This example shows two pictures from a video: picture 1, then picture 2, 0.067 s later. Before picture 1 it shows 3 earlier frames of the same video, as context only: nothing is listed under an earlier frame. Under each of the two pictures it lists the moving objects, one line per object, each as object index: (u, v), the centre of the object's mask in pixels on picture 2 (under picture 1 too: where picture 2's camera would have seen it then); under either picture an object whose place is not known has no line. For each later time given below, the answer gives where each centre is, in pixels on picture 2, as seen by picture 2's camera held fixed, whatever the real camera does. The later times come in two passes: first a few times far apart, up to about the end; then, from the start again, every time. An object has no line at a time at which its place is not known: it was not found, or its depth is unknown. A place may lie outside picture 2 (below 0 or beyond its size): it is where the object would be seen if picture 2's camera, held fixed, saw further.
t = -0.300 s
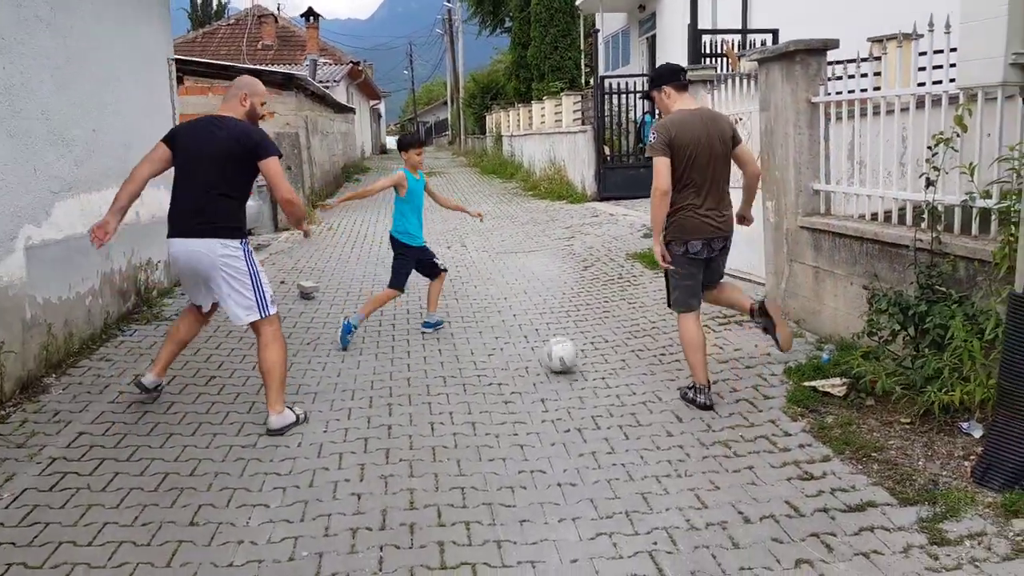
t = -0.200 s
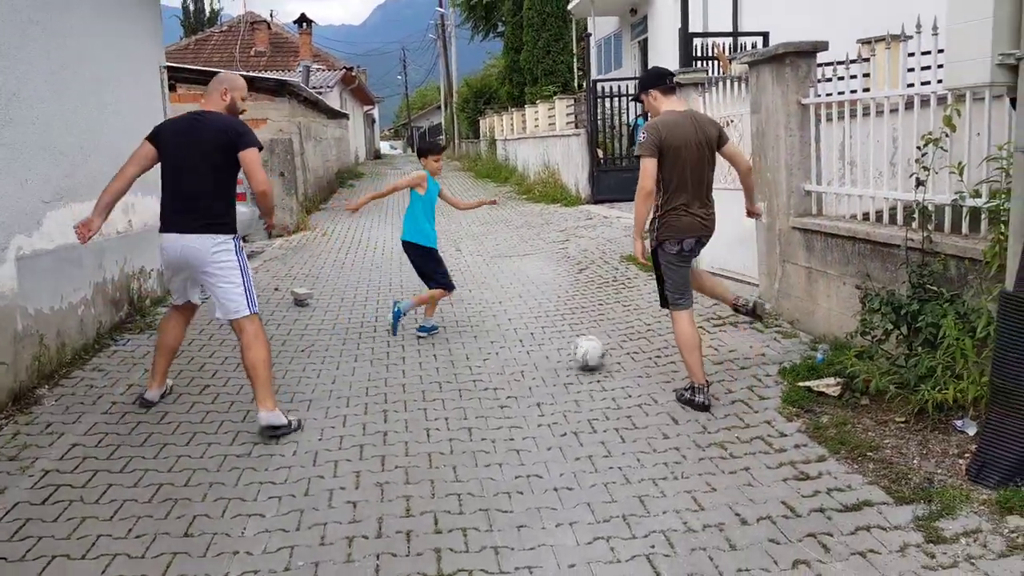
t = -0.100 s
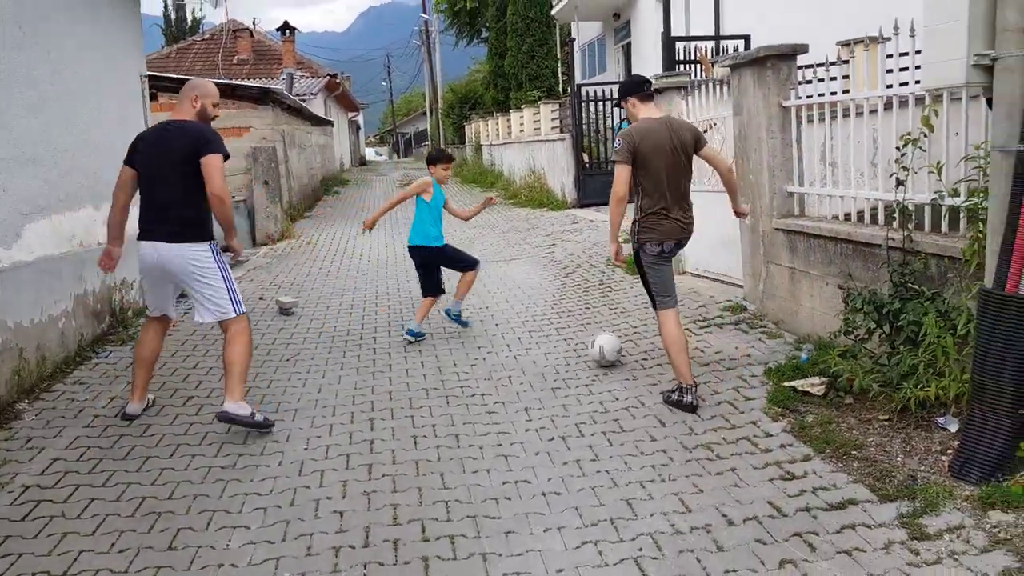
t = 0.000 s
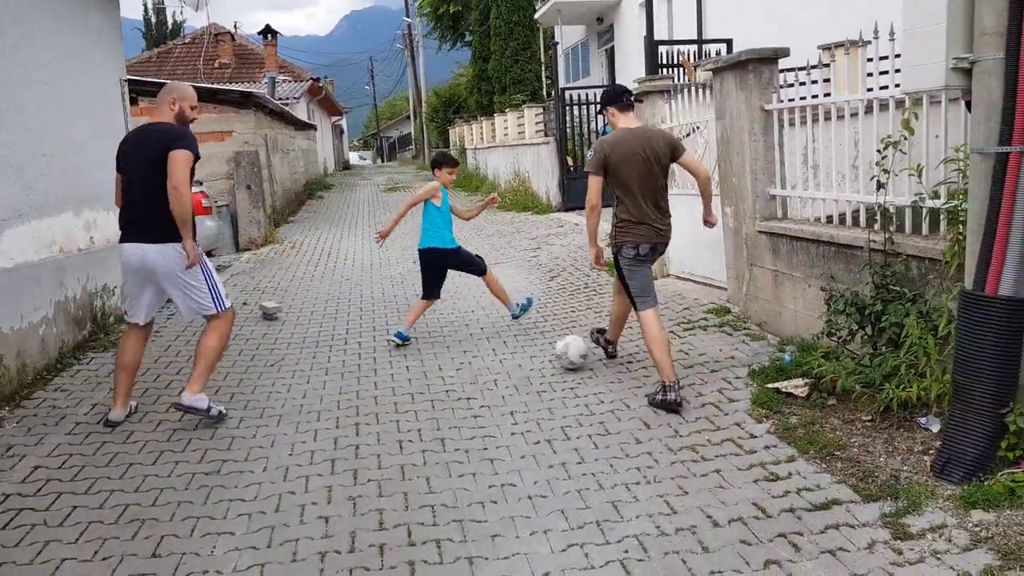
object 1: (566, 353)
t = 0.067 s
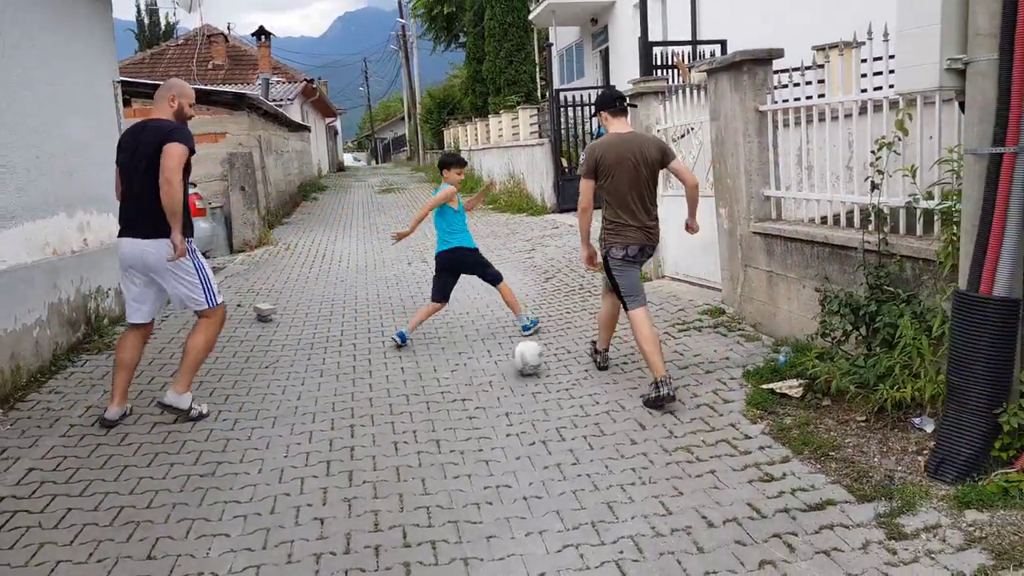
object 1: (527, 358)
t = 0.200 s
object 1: (456, 364)
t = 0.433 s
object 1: (361, 366)
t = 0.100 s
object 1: (508, 360)
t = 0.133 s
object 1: (490, 360)
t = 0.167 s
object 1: (473, 361)
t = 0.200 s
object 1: (456, 364)
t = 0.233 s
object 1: (441, 363)
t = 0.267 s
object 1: (428, 362)
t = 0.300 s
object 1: (414, 364)
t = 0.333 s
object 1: (401, 367)
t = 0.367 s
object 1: (388, 365)
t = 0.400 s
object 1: (374, 365)
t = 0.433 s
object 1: (361, 366)
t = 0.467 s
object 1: (348, 369)
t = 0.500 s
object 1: (335, 369)
